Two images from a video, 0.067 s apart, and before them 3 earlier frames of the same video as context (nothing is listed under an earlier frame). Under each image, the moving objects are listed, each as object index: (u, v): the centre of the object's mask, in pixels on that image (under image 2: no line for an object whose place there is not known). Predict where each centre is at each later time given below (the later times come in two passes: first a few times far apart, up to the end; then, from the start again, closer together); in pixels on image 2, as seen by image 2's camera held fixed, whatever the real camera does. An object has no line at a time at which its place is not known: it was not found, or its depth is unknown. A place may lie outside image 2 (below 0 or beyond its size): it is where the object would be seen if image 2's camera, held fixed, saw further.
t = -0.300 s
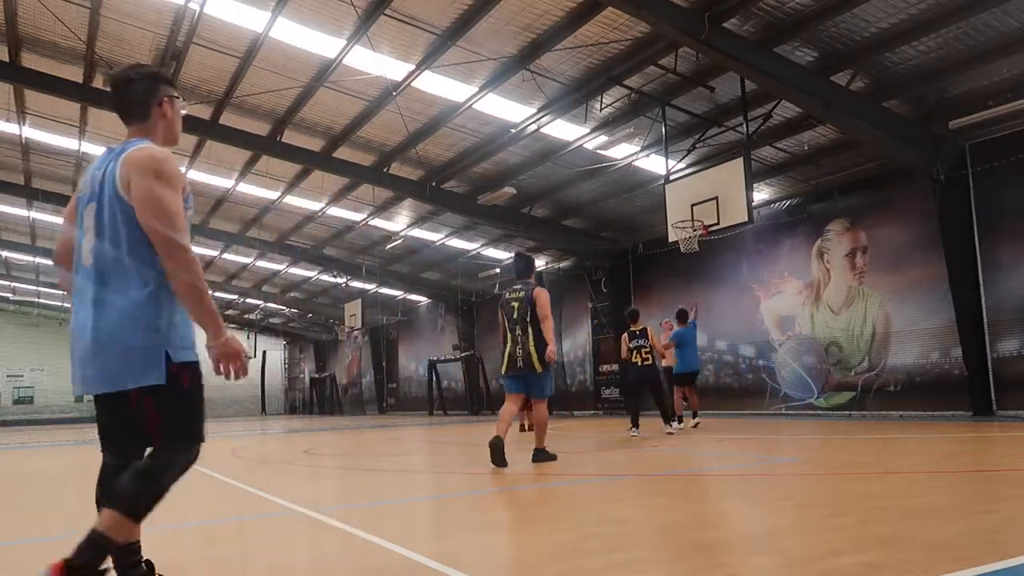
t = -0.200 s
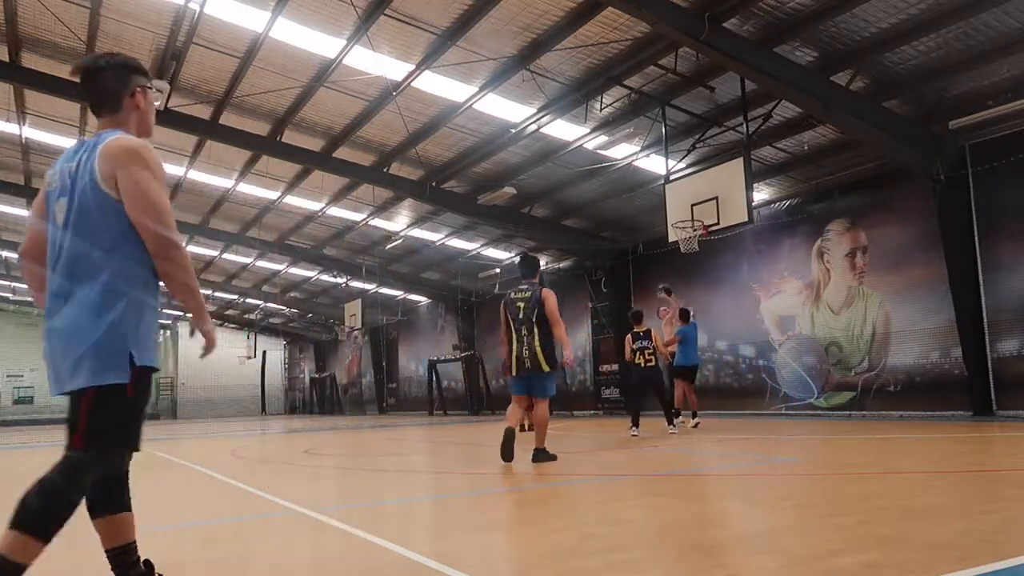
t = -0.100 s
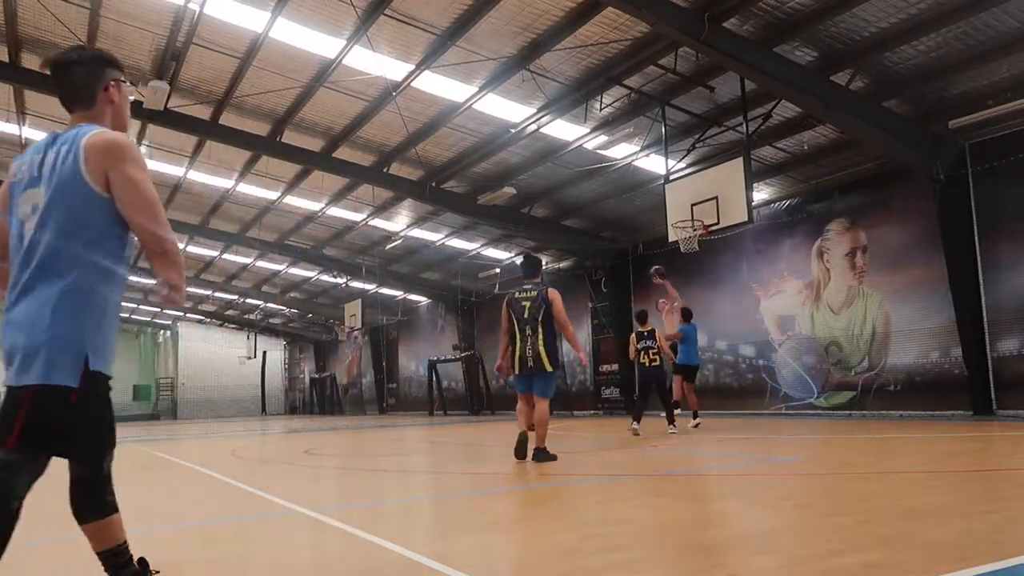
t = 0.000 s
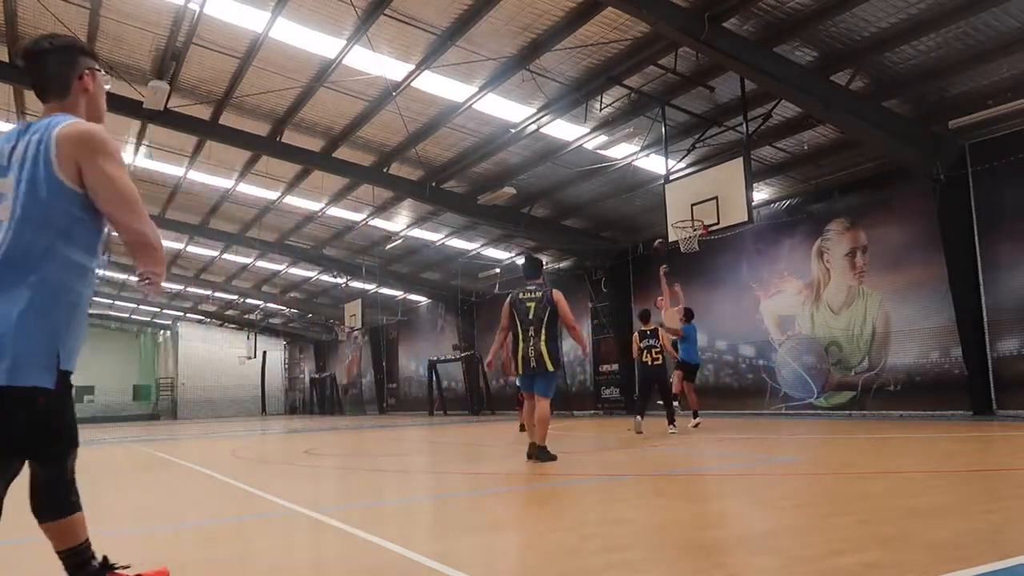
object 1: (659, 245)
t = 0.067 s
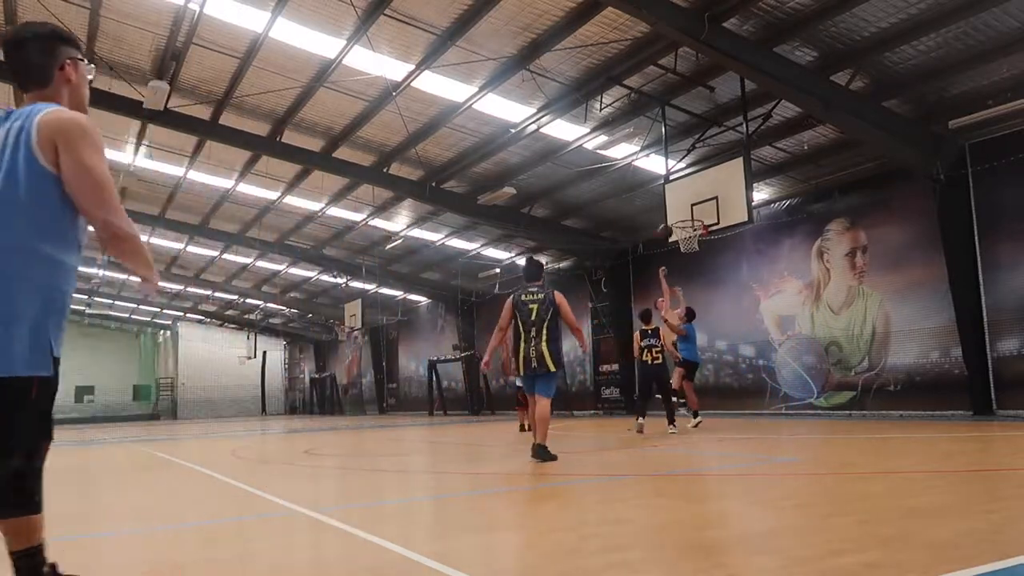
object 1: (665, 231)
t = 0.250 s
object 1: (678, 203)
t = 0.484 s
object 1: (686, 203)
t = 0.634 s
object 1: (692, 222)
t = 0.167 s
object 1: (672, 214)
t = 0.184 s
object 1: (674, 211)
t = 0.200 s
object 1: (675, 209)
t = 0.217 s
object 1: (676, 207)
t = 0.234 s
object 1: (677, 205)
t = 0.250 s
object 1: (678, 203)
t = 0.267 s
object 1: (679, 202)
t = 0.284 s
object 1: (681, 200)
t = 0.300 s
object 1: (682, 199)
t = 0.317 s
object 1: (682, 199)
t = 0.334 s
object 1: (682, 199)
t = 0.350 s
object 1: (683, 198)
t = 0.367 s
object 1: (683, 198)
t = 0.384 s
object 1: (684, 198)
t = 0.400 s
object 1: (684, 199)
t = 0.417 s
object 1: (684, 199)
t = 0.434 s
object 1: (685, 200)
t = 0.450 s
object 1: (685, 201)
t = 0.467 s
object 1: (686, 202)
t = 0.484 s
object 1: (686, 203)
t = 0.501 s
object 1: (686, 204)
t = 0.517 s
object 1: (687, 206)
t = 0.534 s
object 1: (688, 208)
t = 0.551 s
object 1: (689, 210)
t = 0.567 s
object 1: (689, 212)
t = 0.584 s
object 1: (690, 214)
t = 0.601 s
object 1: (690, 216)
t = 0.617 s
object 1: (691, 219)
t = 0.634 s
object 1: (692, 222)
